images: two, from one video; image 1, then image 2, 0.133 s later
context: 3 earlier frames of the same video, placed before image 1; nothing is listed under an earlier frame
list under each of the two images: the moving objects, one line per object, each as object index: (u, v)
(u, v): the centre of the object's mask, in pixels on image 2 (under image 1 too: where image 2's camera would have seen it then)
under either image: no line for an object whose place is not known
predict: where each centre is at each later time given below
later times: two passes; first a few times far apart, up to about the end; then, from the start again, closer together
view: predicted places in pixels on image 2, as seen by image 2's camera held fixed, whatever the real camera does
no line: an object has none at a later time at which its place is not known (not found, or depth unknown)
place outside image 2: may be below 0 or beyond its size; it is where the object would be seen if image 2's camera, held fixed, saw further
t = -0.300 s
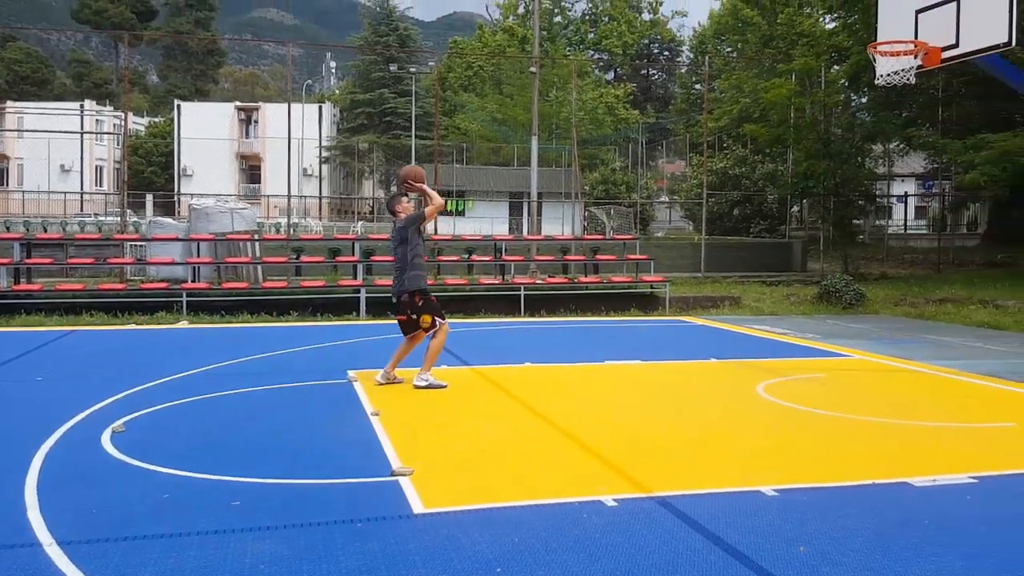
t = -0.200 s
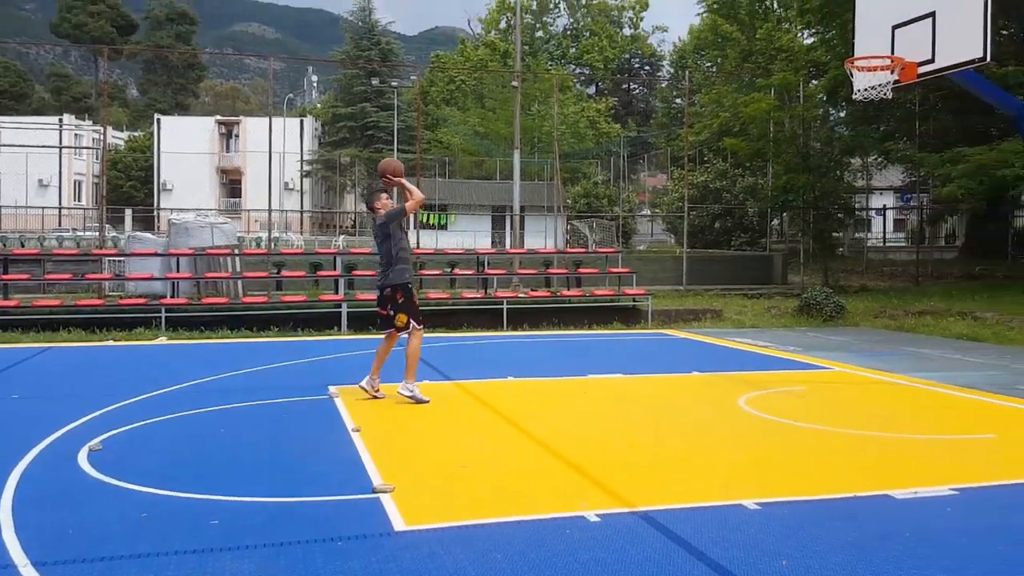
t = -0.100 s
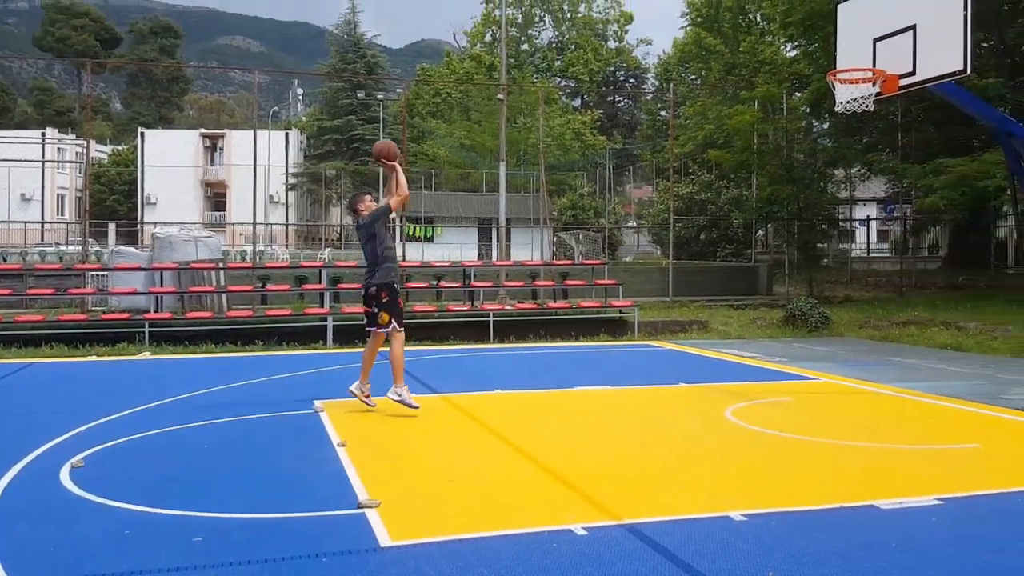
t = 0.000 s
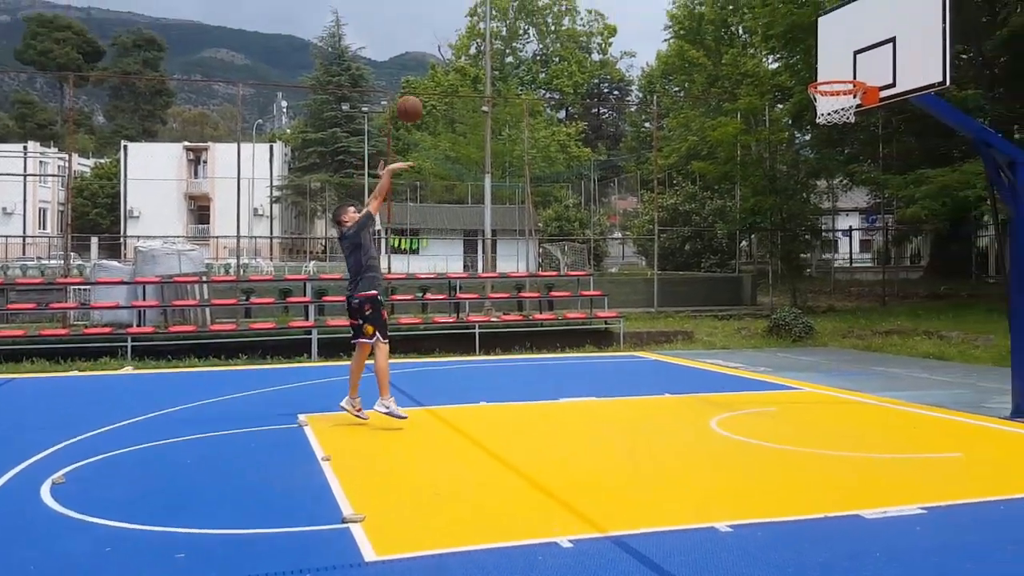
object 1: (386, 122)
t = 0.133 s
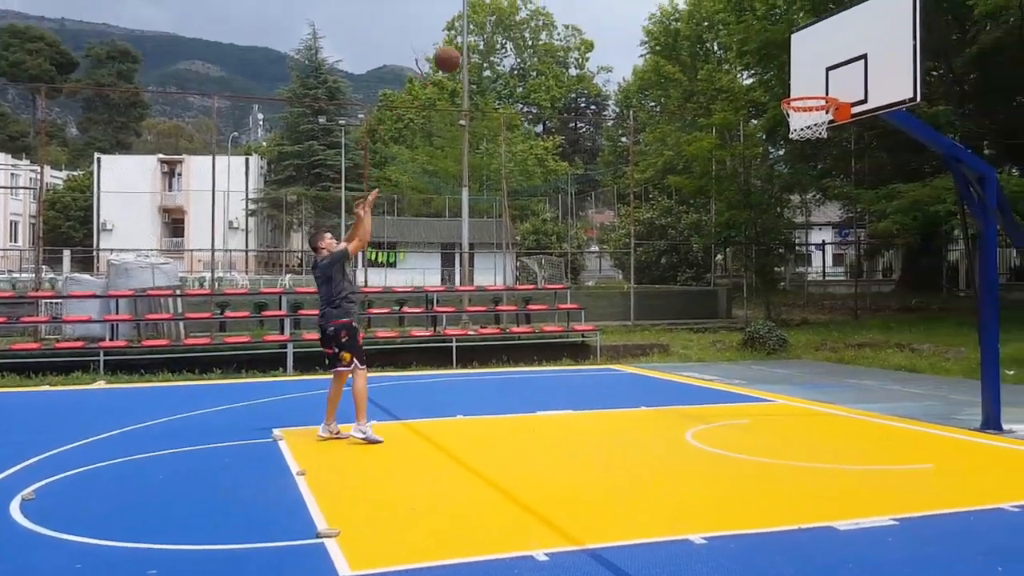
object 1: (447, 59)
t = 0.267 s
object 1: (506, 12)
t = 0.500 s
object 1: (611, -18)
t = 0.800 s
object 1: (745, 18)
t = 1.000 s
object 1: (825, 85)
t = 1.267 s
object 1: (759, 41)
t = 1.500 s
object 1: (721, 49)
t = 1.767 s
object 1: (681, 131)
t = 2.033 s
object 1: (643, 289)
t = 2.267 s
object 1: (610, 391)
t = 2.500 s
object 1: (559, 278)
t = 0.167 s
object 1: (462, 46)
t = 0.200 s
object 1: (477, 33)
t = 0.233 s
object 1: (491, 21)
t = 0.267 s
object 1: (506, 12)
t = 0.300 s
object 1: (521, 3)
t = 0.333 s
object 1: (536, -3)
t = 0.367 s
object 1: (551, -8)
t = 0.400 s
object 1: (566, -11)
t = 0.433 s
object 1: (581, -14)
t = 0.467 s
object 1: (596, -17)
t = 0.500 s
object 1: (611, -18)
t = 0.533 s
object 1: (626, -19)
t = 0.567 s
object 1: (640, -19)
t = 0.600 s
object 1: (656, -19)
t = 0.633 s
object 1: (670, -17)
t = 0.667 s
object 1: (686, -12)
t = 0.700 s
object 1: (701, -6)
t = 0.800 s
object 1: (745, 18)
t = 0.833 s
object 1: (760, 28)
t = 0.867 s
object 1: (776, 40)
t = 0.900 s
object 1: (791, 53)
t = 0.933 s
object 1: (806, 67)
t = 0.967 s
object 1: (821, 81)
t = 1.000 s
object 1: (825, 85)
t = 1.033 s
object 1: (805, 84)
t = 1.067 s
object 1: (791, 83)
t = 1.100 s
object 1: (786, 74)
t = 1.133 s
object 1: (781, 65)
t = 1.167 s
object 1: (776, 58)
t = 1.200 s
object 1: (771, 51)
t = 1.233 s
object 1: (765, 46)
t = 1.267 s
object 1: (759, 41)
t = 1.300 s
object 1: (754, 39)
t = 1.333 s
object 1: (749, 37)
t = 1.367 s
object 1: (743, 37)
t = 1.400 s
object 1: (738, 38)
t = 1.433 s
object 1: (732, 40)
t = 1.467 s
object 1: (726, 44)
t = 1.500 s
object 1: (721, 49)
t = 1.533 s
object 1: (715, 55)
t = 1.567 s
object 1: (710, 62)
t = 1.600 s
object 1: (706, 71)
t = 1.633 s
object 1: (701, 80)
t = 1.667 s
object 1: (697, 91)
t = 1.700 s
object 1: (691, 103)
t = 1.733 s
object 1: (686, 116)
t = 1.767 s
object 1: (681, 131)
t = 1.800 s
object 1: (675, 148)
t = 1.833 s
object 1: (670, 164)
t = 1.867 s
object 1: (665, 182)
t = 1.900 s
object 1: (661, 201)
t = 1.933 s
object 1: (655, 222)
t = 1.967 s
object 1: (650, 243)
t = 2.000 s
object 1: (647, 266)
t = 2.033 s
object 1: (643, 289)
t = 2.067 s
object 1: (638, 314)
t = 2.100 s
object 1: (634, 341)
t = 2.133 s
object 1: (631, 367)
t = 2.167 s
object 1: (628, 396)
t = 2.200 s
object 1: (624, 427)
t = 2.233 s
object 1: (617, 412)
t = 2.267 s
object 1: (610, 391)
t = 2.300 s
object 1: (602, 370)
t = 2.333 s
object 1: (594, 352)
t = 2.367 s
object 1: (586, 334)
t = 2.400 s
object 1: (580, 318)
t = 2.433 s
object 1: (572, 304)
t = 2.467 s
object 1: (565, 291)
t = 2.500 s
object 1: (559, 278)
